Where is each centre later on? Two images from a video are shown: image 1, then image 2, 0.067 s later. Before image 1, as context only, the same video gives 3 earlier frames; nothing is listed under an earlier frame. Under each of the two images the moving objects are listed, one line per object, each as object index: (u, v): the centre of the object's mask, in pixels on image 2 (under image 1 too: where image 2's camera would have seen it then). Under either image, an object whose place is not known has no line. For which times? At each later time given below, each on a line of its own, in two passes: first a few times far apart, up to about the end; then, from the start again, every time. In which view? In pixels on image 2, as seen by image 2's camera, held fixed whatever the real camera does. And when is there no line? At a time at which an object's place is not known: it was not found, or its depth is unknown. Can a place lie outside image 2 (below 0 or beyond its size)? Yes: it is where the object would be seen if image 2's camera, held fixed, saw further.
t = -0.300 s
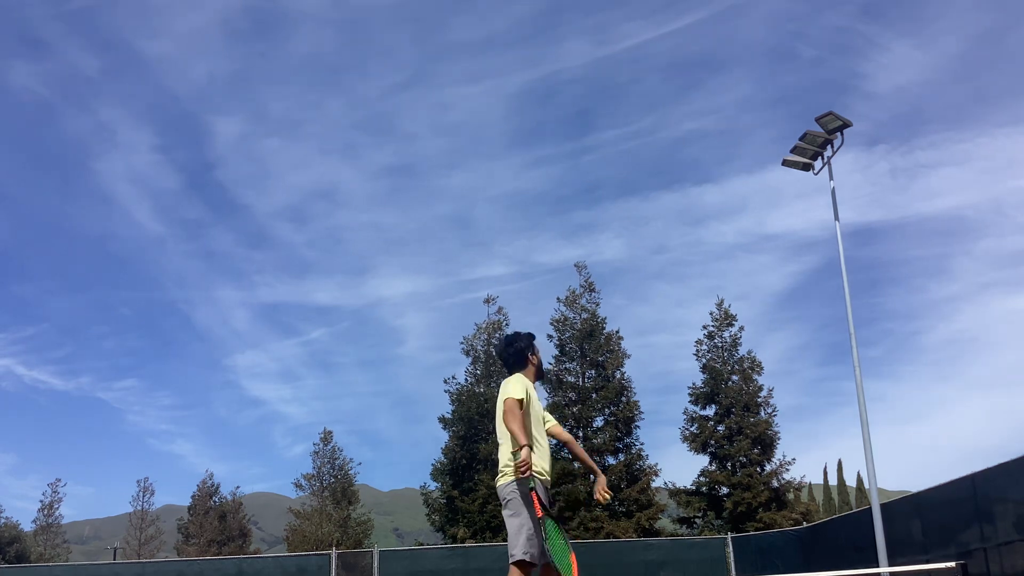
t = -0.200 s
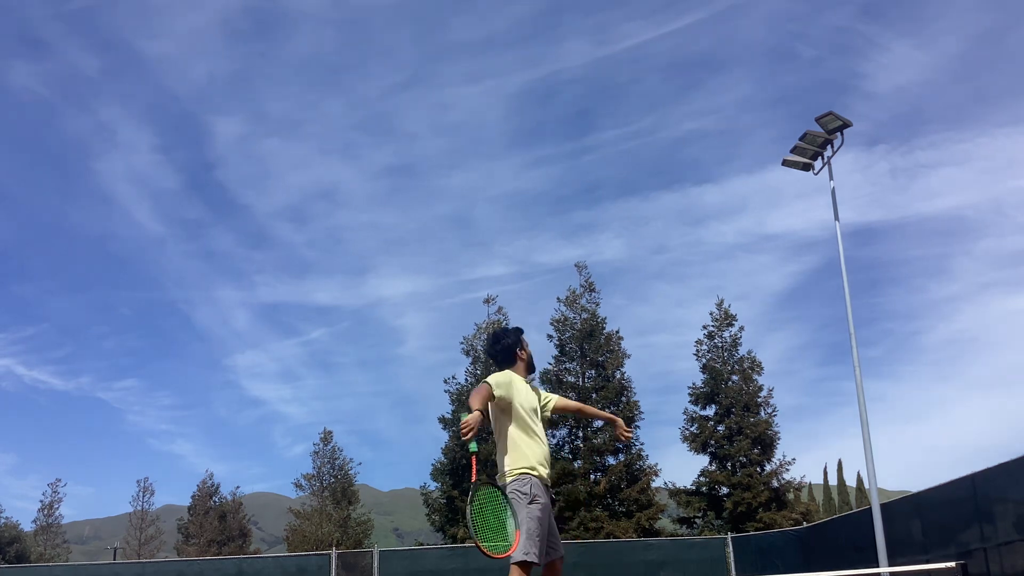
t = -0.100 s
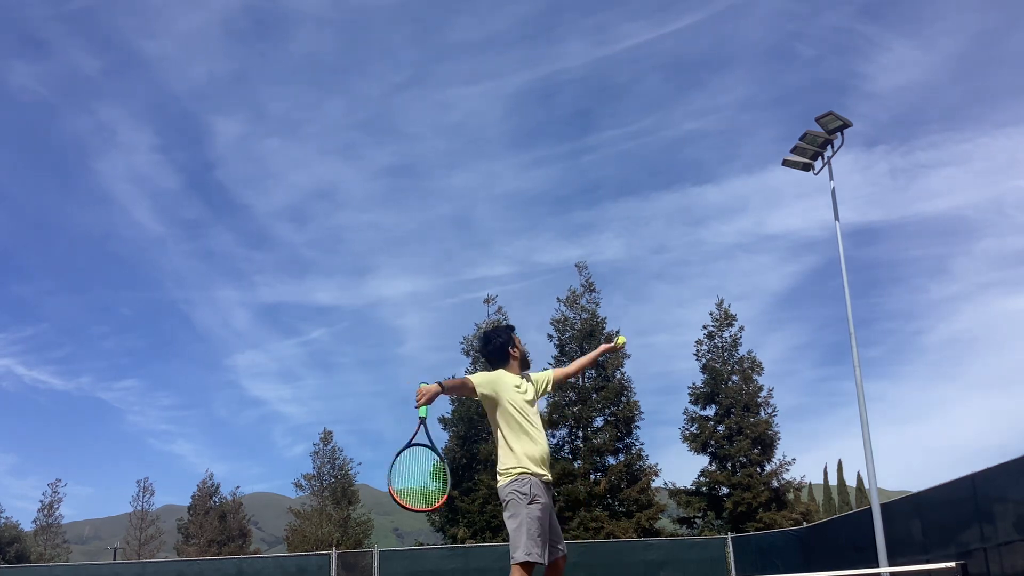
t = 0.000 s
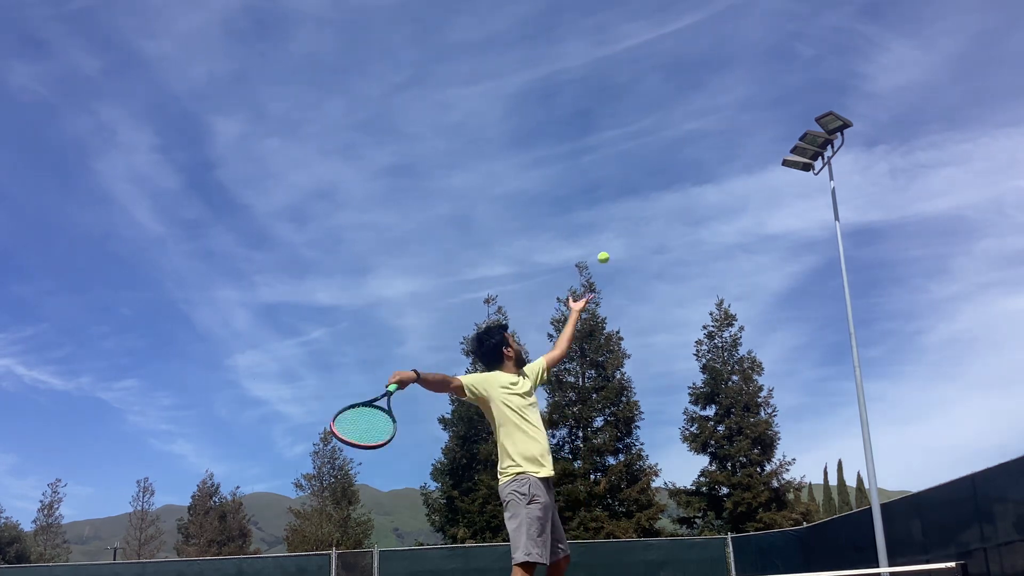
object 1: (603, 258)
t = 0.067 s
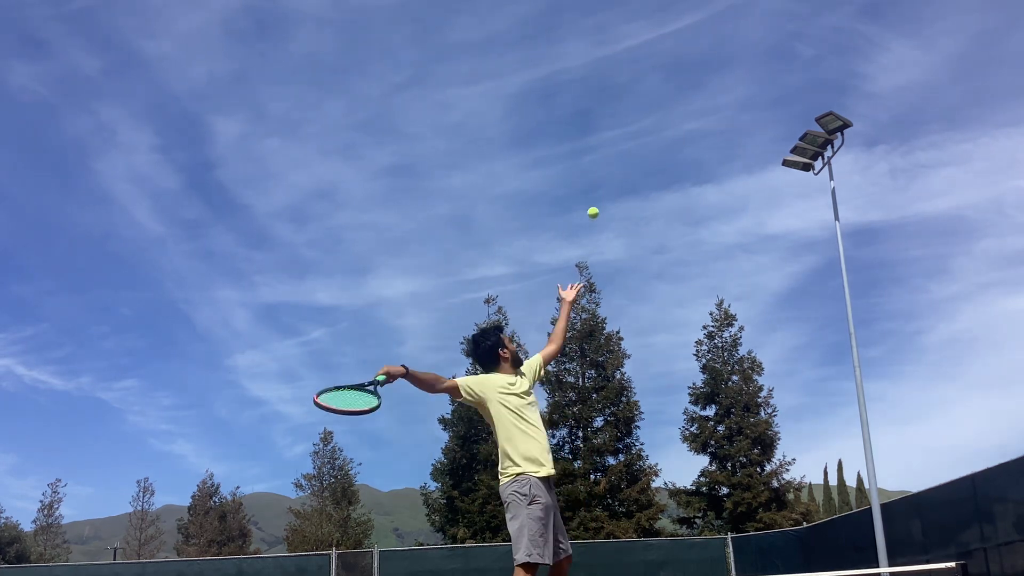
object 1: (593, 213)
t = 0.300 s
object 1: (563, 116)
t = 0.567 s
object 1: (535, 106)
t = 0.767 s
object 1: (518, 166)
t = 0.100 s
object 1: (588, 193)
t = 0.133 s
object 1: (584, 176)
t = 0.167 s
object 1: (579, 160)
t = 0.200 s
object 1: (575, 147)
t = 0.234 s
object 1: (571, 135)
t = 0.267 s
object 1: (567, 124)
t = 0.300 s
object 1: (563, 116)
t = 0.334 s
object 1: (559, 109)
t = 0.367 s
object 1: (555, 104)
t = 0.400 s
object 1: (552, 100)
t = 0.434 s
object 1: (548, 98)
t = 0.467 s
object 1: (545, 98)
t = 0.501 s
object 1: (542, 99)
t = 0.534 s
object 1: (539, 102)
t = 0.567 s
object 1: (535, 106)
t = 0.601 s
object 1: (532, 112)
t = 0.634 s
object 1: (530, 119)
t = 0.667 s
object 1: (527, 129)
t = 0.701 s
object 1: (524, 139)
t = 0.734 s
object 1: (521, 153)
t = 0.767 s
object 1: (518, 166)
